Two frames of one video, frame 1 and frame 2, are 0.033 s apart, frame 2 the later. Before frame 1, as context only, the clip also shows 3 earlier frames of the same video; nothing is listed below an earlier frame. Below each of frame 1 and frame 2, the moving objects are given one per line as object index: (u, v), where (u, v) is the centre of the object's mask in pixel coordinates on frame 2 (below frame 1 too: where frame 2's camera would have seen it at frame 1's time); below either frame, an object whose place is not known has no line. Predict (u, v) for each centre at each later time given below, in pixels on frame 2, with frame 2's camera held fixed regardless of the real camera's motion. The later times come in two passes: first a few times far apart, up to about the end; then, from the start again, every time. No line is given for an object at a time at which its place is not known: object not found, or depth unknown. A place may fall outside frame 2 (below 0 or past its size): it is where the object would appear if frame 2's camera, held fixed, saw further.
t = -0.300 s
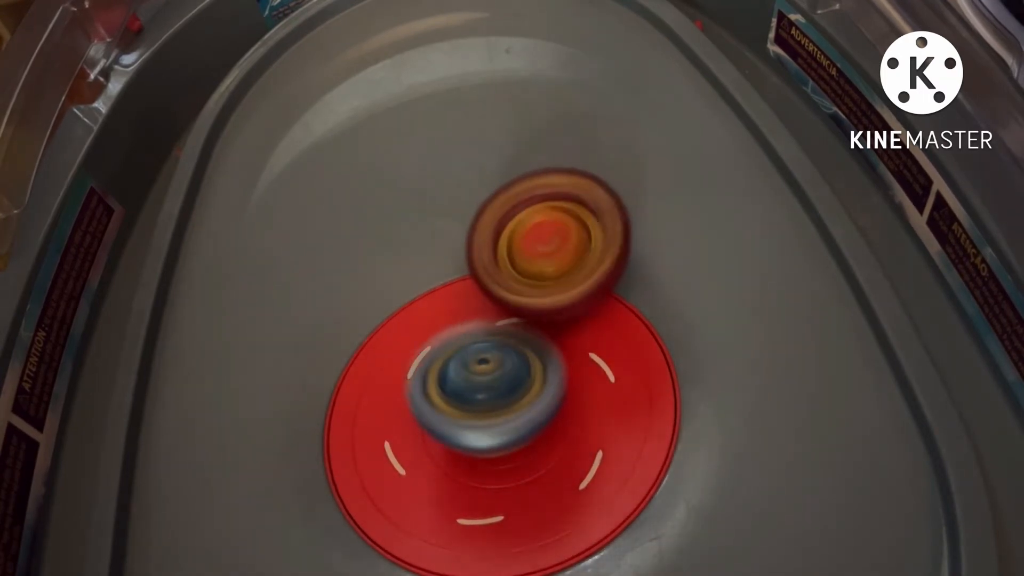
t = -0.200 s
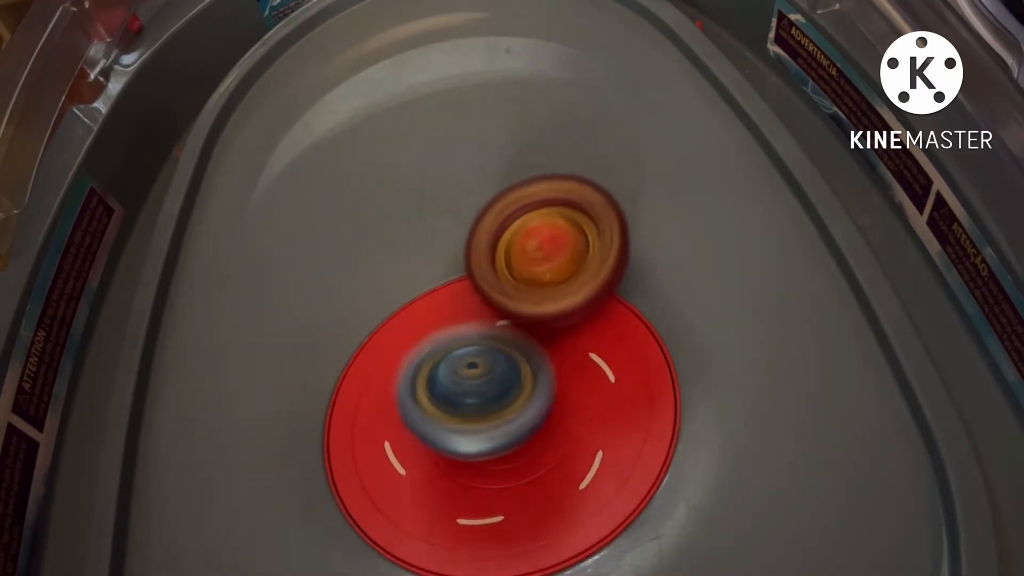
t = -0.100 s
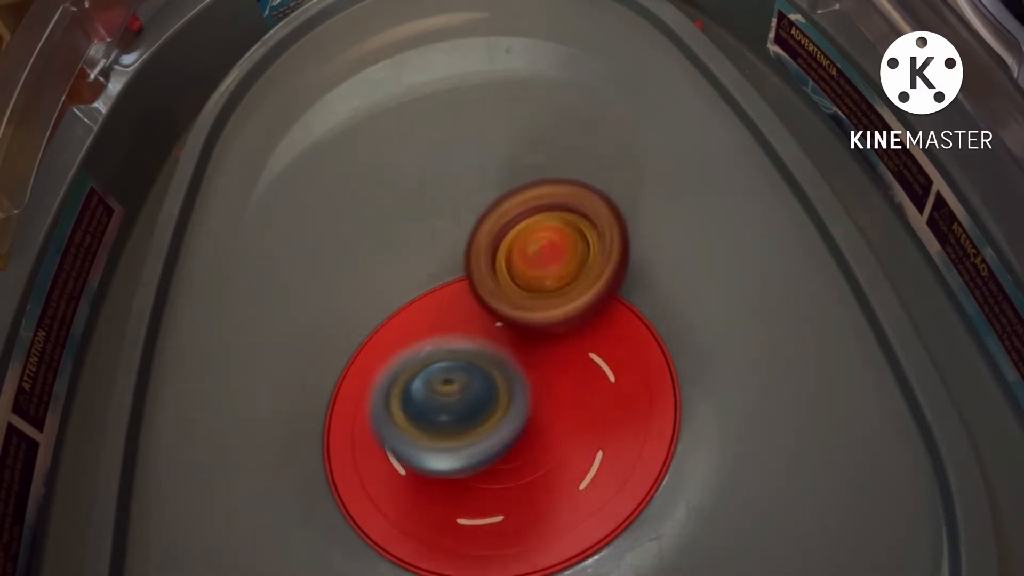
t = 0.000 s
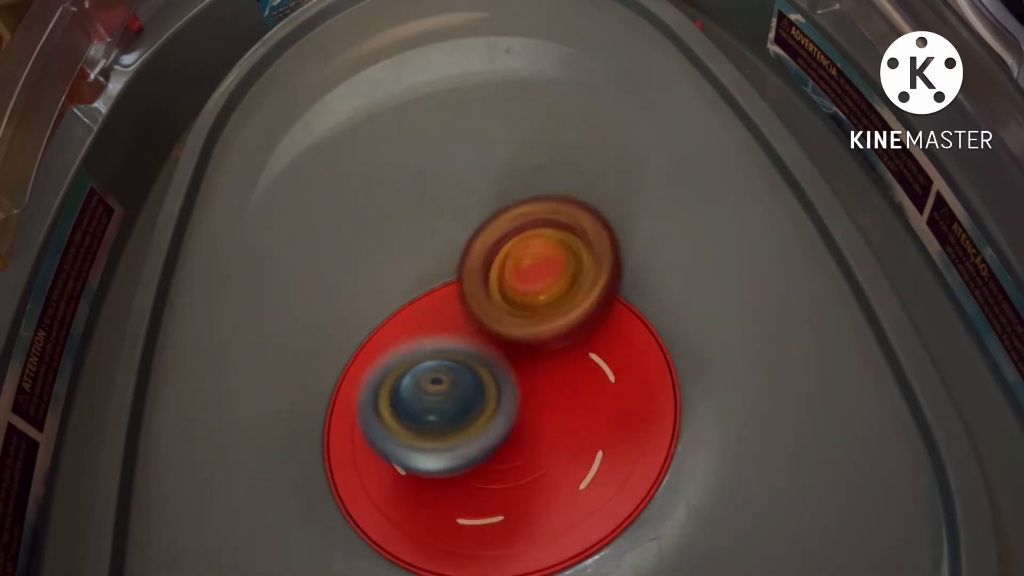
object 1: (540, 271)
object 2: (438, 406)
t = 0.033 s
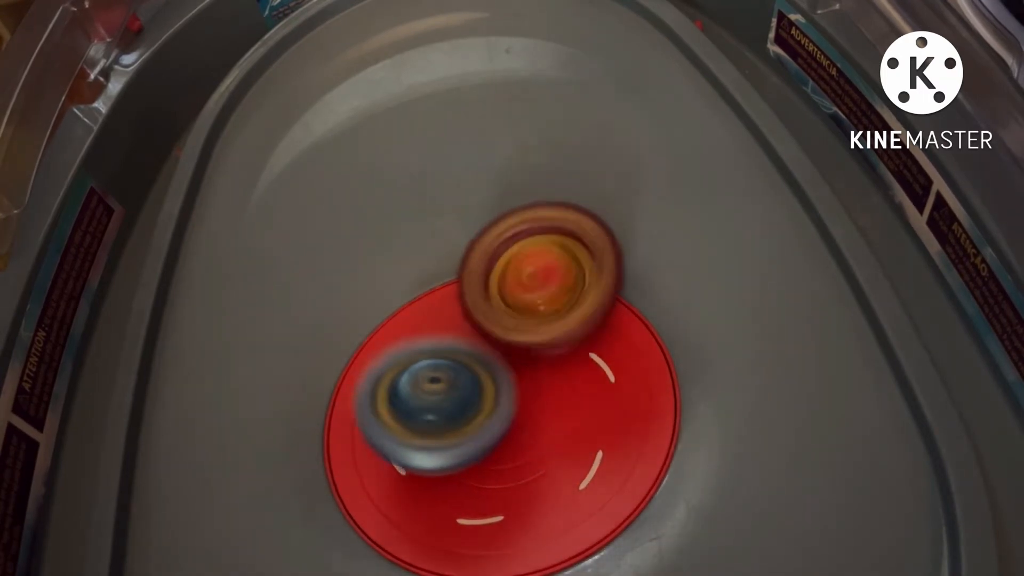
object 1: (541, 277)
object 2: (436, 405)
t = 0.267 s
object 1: (566, 306)
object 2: (410, 397)
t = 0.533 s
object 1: (606, 330)
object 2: (404, 366)
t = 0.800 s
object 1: (601, 386)
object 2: (404, 322)
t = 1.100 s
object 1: (559, 430)
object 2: (451, 315)
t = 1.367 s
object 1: (476, 487)
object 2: (491, 281)
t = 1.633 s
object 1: (408, 448)
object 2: (524, 288)
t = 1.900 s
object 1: (382, 352)
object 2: (552, 318)
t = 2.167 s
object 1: (408, 278)
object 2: (573, 350)
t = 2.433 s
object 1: (478, 260)
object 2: (563, 389)
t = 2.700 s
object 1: (536, 276)
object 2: (543, 434)
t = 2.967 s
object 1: (560, 313)
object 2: (489, 468)
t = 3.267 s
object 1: (551, 353)
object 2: (392, 468)
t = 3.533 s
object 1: (521, 362)
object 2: (357, 433)
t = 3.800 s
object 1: (521, 366)
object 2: (323, 366)
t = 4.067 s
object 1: (572, 361)
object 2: (391, 309)
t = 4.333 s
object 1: (524, 361)
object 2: (459, 243)
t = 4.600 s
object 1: (460, 403)
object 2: (473, 252)
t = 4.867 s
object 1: (405, 392)
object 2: (472, 251)
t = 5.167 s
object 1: (381, 378)
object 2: (503, 248)
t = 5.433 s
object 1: (421, 381)
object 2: (535, 275)
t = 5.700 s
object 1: (423, 415)
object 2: (575, 337)
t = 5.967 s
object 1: (376, 404)
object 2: (554, 407)
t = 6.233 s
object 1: (283, 334)
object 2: (516, 454)
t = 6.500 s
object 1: (408, 283)
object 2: (376, 505)
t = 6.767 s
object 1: (530, 153)
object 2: (400, 482)
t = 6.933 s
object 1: (503, 150)
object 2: (405, 402)
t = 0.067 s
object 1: (547, 280)
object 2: (425, 409)
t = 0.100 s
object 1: (552, 283)
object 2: (415, 411)
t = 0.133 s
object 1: (558, 287)
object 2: (410, 410)
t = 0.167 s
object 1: (561, 290)
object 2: (407, 409)
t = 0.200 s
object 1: (562, 295)
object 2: (407, 406)
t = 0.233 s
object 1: (565, 301)
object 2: (408, 402)
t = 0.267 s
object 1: (566, 306)
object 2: (410, 397)
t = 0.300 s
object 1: (569, 313)
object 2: (411, 393)
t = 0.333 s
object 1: (579, 313)
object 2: (403, 390)
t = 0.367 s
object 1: (589, 314)
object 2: (399, 387)
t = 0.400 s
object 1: (595, 317)
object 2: (395, 383)
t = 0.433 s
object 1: (600, 320)
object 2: (395, 380)
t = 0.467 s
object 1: (605, 322)
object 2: (396, 375)
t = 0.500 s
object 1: (606, 325)
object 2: (401, 372)
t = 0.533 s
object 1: (606, 330)
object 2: (404, 366)
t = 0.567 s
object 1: (604, 334)
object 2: (409, 363)
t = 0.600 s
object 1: (599, 338)
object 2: (414, 358)
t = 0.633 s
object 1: (591, 344)
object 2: (420, 355)
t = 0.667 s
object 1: (585, 349)
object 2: (422, 350)
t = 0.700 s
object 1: (583, 358)
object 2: (417, 343)
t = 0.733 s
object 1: (591, 369)
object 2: (409, 333)
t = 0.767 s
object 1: (598, 378)
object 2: (404, 326)
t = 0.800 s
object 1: (601, 386)
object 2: (404, 322)
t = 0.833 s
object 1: (603, 394)
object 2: (406, 318)
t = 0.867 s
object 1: (605, 401)
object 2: (409, 315)
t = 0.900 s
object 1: (602, 408)
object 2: (414, 315)
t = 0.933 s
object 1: (600, 414)
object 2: (419, 314)
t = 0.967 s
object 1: (596, 419)
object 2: (425, 314)
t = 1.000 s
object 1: (588, 424)
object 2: (431, 314)
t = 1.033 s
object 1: (582, 428)
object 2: (438, 315)
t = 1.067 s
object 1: (571, 428)
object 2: (446, 315)
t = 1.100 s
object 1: (559, 430)
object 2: (451, 315)
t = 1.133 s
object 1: (549, 432)
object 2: (458, 314)
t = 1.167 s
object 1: (535, 434)
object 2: (464, 310)
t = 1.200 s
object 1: (523, 453)
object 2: (468, 298)
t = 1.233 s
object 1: (512, 464)
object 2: (472, 290)
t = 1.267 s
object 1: (503, 471)
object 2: (477, 285)
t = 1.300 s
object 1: (496, 477)
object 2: (482, 283)
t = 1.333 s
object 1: (485, 483)
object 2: (486, 281)
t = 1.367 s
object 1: (476, 487)
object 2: (491, 281)
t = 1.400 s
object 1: (466, 488)
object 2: (495, 280)
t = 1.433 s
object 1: (455, 487)
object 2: (501, 280)
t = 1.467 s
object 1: (448, 484)
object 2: (504, 280)
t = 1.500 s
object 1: (437, 480)
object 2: (508, 281)
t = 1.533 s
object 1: (430, 475)
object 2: (513, 282)
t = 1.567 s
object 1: (423, 467)
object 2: (518, 284)
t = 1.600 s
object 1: (415, 459)
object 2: (521, 286)
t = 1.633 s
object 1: (408, 448)
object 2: (524, 288)
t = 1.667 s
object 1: (401, 437)
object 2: (528, 291)
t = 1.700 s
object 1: (399, 426)
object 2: (532, 294)
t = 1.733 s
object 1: (392, 412)
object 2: (536, 298)
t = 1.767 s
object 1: (389, 401)
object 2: (539, 302)
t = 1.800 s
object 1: (387, 388)
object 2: (541, 306)
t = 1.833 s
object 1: (384, 375)
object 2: (544, 309)
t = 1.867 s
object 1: (384, 363)
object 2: (548, 313)
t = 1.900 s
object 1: (382, 352)
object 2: (552, 318)
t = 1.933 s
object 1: (383, 340)
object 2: (556, 322)
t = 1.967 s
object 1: (383, 328)
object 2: (558, 326)
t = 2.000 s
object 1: (384, 319)
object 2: (561, 330)
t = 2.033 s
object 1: (388, 307)
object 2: (564, 333)
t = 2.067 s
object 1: (392, 298)
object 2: (567, 338)
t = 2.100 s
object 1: (396, 291)
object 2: (569, 342)
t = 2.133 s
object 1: (402, 283)
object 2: (571, 347)
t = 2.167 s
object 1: (408, 278)
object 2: (573, 350)
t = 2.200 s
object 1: (415, 272)
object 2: (574, 354)
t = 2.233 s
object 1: (422, 268)
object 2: (574, 358)
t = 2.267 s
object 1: (432, 264)
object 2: (573, 362)
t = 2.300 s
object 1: (440, 262)
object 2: (571, 366)
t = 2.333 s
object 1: (451, 261)
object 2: (568, 370)
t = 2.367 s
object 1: (459, 261)
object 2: (565, 374)
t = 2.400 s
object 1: (468, 261)
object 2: (563, 381)
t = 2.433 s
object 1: (478, 260)
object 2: (563, 389)
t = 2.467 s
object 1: (484, 261)
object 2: (562, 394)
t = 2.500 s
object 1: (492, 262)
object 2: (561, 399)
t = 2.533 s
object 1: (501, 262)
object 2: (559, 404)
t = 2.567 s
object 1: (510, 265)
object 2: (557, 410)
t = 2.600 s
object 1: (518, 265)
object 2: (555, 418)
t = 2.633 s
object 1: (524, 268)
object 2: (551, 424)
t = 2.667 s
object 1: (530, 270)
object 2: (547, 430)
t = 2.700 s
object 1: (536, 276)
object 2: (543, 434)
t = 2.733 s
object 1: (541, 280)
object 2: (537, 438)
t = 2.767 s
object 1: (544, 284)
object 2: (531, 443)
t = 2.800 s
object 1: (550, 287)
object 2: (524, 449)
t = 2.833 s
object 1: (552, 291)
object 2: (517, 454)
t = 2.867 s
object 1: (555, 296)
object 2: (509, 458)
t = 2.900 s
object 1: (557, 301)
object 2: (503, 461)
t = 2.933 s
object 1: (559, 309)
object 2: (496, 464)
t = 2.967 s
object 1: (560, 313)
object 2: (489, 468)
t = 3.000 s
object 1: (561, 317)
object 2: (480, 472)
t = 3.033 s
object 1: (561, 320)
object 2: (471, 475)
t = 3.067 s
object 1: (561, 327)
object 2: (458, 480)
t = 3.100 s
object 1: (558, 331)
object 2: (445, 481)
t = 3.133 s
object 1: (554, 338)
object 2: (434, 477)
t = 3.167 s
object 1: (550, 345)
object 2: (425, 472)
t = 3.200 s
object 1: (548, 350)
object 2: (416, 469)
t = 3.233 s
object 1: (551, 352)
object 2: (403, 469)
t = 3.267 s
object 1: (551, 353)
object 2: (392, 468)
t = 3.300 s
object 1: (554, 354)
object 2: (383, 467)
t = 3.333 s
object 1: (551, 355)
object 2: (377, 464)
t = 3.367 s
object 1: (552, 355)
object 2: (371, 461)
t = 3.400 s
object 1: (545, 356)
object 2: (363, 457)
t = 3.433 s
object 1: (542, 357)
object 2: (358, 451)
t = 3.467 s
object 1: (534, 359)
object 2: (357, 446)
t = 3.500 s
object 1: (530, 360)
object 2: (356, 440)
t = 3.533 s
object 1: (521, 362)
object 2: (357, 433)
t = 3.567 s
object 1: (516, 362)
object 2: (353, 425)
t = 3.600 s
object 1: (512, 363)
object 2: (347, 416)
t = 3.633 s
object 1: (509, 364)
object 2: (339, 408)
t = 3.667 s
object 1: (505, 364)
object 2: (334, 401)
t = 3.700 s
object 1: (503, 365)
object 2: (331, 395)
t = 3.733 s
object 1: (499, 365)
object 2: (334, 388)
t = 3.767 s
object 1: (509, 367)
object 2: (328, 377)
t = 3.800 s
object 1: (521, 366)
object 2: (323, 366)
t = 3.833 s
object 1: (532, 366)
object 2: (324, 359)
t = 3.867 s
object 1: (539, 367)
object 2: (328, 353)
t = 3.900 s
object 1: (545, 366)
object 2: (336, 347)
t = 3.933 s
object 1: (555, 364)
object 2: (345, 342)
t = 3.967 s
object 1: (560, 365)
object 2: (356, 337)
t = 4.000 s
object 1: (564, 365)
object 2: (368, 327)
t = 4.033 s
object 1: (568, 363)
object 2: (380, 319)
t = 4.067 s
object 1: (572, 361)
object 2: (391, 309)
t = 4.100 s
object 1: (571, 360)
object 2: (402, 299)
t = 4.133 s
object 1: (569, 358)
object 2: (411, 290)
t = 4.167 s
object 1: (564, 358)
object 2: (422, 278)
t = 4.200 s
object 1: (558, 357)
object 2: (432, 267)
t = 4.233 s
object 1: (551, 357)
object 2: (440, 259)
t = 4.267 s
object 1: (541, 357)
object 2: (447, 252)
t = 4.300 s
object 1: (535, 357)
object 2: (454, 248)
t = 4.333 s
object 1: (524, 361)
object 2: (459, 243)
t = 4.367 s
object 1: (512, 371)
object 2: (463, 237)
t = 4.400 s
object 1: (506, 377)
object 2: (464, 233)
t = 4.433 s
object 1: (502, 382)
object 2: (464, 231)
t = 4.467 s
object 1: (494, 388)
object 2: (465, 232)
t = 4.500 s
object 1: (484, 393)
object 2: (467, 234)
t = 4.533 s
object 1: (478, 396)
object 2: (469, 240)
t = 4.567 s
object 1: (468, 400)
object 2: (472, 249)
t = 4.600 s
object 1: (460, 403)
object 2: (473, 252)
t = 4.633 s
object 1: (451, 405)
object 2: (473, 248)
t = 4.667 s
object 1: (442, 405)
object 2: (473, 248)
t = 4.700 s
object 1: (436, 405)
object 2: (474, 253)
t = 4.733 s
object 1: (428, 404)
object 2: (474, 251)
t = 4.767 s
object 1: (421, 402)
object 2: (474, 252)
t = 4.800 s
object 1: (413, 399)
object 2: (473, 253)
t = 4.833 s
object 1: (410, 395)
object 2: (472, 250)
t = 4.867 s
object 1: (405, 392)
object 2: (472, 251)
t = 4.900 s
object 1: (400, 386)
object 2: (472, 253)
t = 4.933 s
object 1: (400, 382)
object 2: (472, 248)
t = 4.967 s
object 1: (397, 376)
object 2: (473, 248)
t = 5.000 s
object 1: (393, 374)
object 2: (477, 251)
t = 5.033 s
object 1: (387, 375)
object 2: (485, 249)
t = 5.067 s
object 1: (387, 375)
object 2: (491, 251)
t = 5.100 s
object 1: (383, 378)
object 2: (496, 250)
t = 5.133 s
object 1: (382, 377)
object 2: (498, 250)
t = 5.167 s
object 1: (381, 378)
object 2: (503, 248)
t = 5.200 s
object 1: (384, 377)
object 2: (505, 248)
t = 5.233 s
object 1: (387, 378)
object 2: (508, 247)
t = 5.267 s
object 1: (388, 378)
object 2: (510, 248)
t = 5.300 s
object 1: (397, 378)
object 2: (512, 248)
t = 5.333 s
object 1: (403, 379)
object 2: (518, 250)
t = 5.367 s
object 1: (409, 378)
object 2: (523, 257)
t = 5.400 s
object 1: (419, 377)
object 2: (528, 265)
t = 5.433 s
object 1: (421, 381)
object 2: (535, 275)
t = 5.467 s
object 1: (420, 383)
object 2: (544, 283)
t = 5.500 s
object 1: (424, 386)
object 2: (555, 292)
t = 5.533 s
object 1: (425, 392)
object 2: (562, 300)
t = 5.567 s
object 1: (425, 395)
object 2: (565, 309)
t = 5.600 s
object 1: (427, 403)
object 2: (567, 317)
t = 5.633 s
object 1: (428, 407)
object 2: (572, 323)
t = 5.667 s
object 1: (428, 410)
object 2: (576, 329)
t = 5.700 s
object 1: (423, 415)
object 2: (575, 337)
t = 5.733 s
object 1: (422, 416)
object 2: (575, 345)
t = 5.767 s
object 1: (413, 418)
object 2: (576, 356)
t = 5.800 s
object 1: (407, 419)
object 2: (575, 366)
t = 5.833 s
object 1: (401, 418)
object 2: (574, 375)
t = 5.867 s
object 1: (395, 415)
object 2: (571, 384)
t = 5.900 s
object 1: (387, 413)
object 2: (566, 392)
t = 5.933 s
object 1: (382, 409)
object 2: (559, 400)
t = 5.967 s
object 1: (376, 404)
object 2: (554, 407)
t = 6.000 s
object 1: (349, 390)
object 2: (565, 420)
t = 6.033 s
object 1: (324, 377)
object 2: (569, 433)
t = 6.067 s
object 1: (308, 367)
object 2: (565, 444)
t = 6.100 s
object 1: (298, 359)
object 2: (559, 450)
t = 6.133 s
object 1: (290, 353)
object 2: (550, 452)
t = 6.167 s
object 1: (288, 348)
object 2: (540, 453)
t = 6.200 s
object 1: (285, 342)
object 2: (529, 454)
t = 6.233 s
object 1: (283, 334)
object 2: (516, 454)
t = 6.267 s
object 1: (286, 326)
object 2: (500, 455)
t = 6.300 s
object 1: (297, 320)
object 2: (484, 455)
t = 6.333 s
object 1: (306, 317)
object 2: (467, 455)
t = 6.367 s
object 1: (314, 316)
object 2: (449, 455)
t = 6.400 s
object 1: (325, 315)
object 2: (432, 455)
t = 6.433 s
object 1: (343, 319)
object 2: (415, 452)
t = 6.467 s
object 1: (373, 305)
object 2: (397, 467)
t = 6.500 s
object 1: (408, 283)
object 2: (376, 505)
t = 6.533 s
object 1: (449, 258)
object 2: (371, 516)
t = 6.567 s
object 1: (483, 229)
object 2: (370, 523)
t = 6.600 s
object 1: (507, 204)
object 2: (371, 523)
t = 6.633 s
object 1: (526, 184)
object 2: (373, 522)
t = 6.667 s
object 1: (535, 171)
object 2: (378, 518)
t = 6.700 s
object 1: (537, 162)
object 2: (387, 509)
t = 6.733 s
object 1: (535, 156)
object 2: (394, 498)
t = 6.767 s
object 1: (530, 153)
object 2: (400, 482)
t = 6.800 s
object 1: (525, 152)
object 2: (406, 467)
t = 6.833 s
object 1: (520, 151)
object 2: (410, 452)
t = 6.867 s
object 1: (514, 150)
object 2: (411, 437)
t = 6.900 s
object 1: (509, 150)
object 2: (409, 419)
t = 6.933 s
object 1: (503, 150)
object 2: (405, 402)
